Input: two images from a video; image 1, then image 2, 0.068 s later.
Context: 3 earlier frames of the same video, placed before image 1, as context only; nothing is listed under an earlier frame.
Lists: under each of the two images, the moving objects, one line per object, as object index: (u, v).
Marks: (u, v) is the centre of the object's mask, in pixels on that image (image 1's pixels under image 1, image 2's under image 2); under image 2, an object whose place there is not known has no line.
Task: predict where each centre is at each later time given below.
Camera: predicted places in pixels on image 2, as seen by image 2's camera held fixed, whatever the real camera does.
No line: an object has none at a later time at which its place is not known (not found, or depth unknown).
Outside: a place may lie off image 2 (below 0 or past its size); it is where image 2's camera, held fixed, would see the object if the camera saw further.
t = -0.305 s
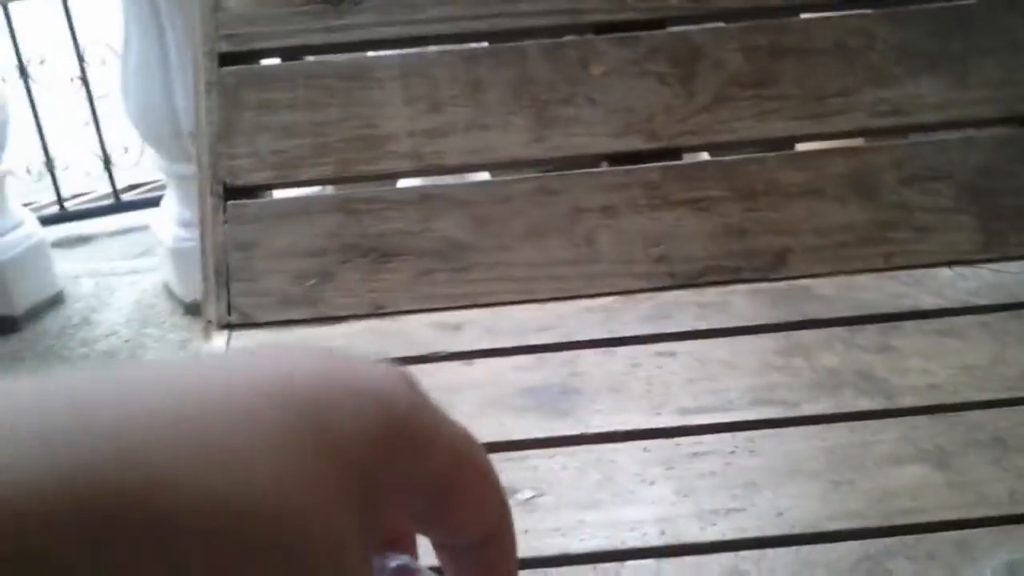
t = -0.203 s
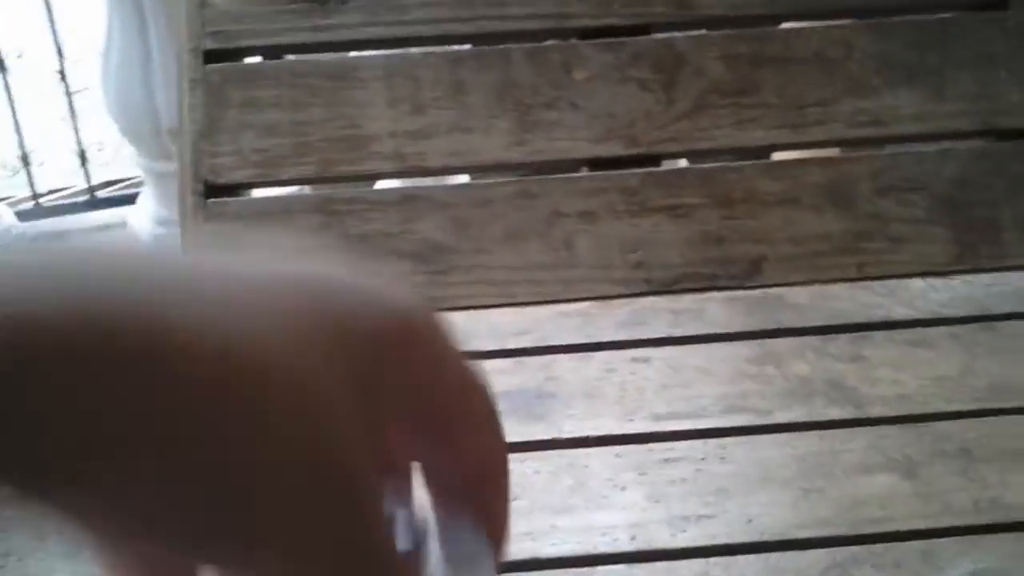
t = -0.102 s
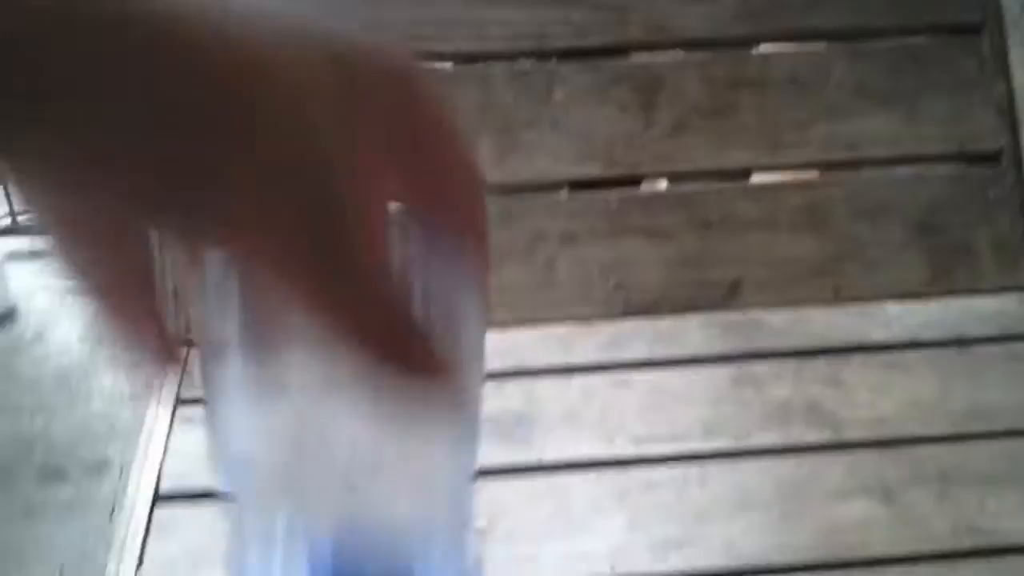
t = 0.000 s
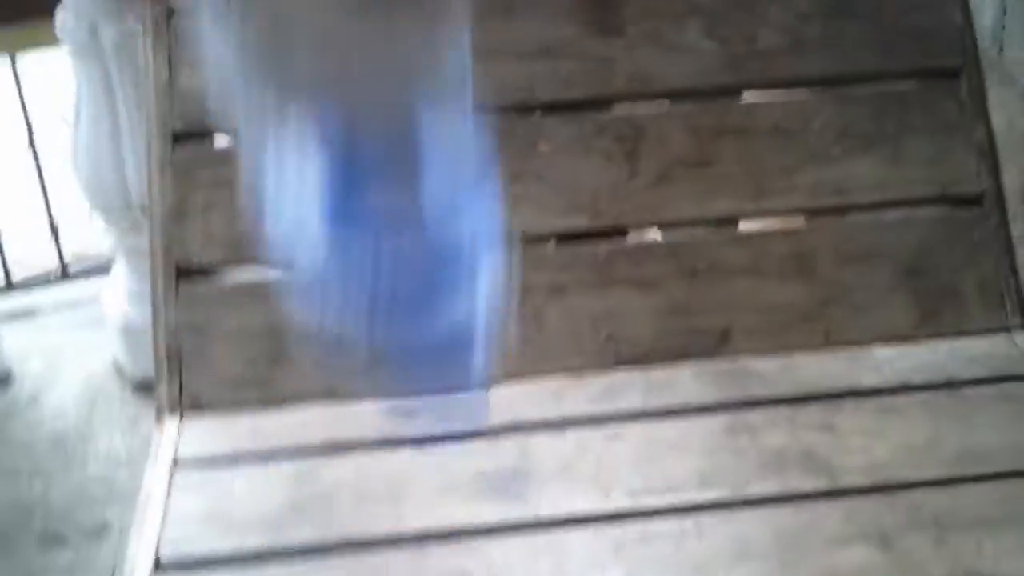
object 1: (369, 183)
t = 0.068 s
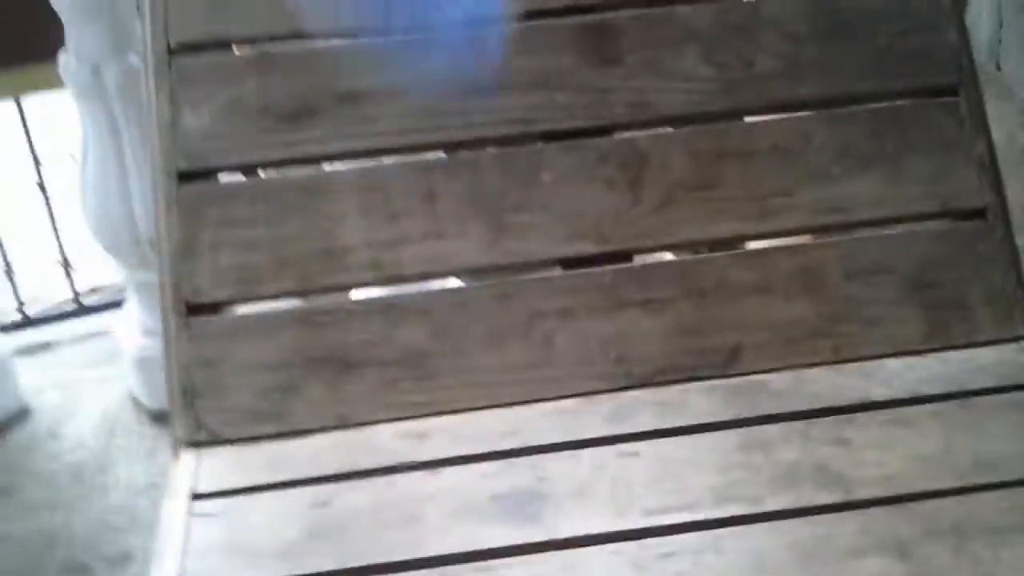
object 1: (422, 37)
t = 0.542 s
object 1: (578, 425)
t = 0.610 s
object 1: (596, 539)
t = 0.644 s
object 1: (600, 530)
